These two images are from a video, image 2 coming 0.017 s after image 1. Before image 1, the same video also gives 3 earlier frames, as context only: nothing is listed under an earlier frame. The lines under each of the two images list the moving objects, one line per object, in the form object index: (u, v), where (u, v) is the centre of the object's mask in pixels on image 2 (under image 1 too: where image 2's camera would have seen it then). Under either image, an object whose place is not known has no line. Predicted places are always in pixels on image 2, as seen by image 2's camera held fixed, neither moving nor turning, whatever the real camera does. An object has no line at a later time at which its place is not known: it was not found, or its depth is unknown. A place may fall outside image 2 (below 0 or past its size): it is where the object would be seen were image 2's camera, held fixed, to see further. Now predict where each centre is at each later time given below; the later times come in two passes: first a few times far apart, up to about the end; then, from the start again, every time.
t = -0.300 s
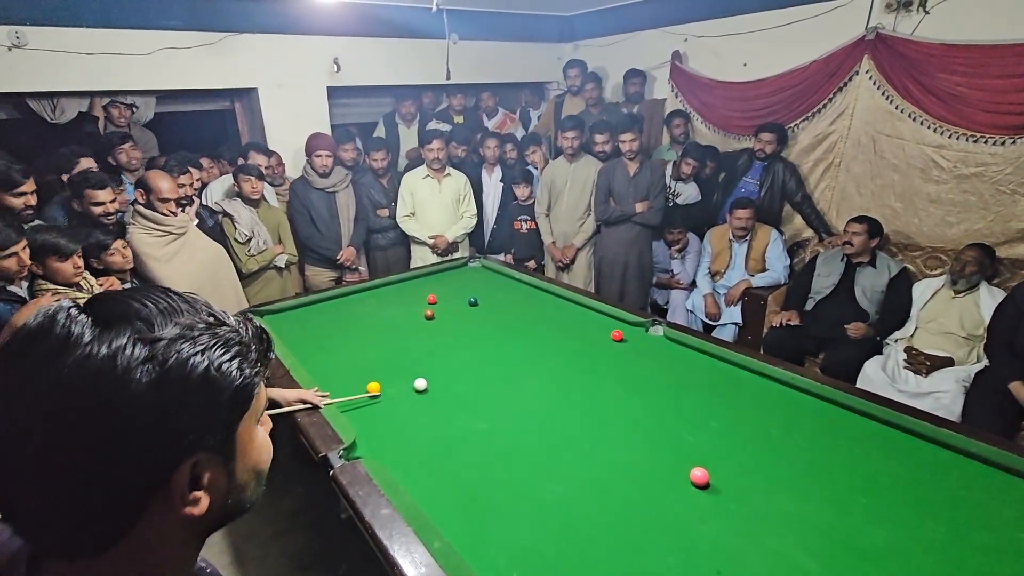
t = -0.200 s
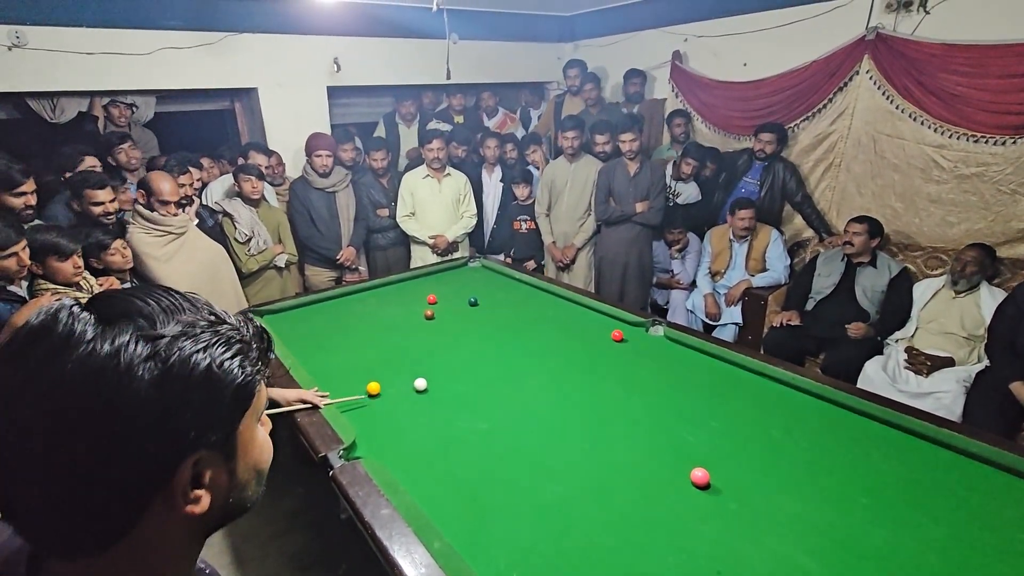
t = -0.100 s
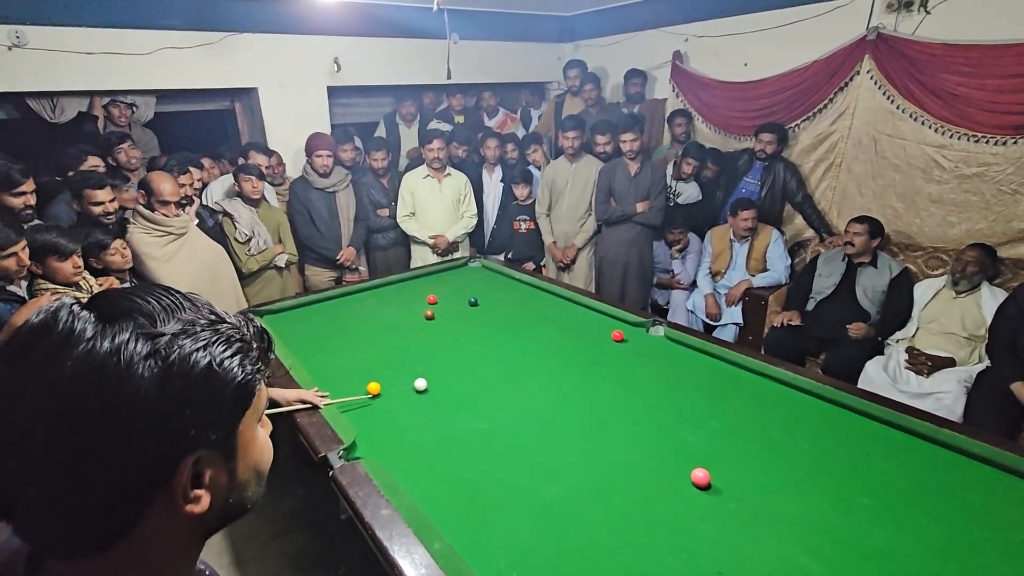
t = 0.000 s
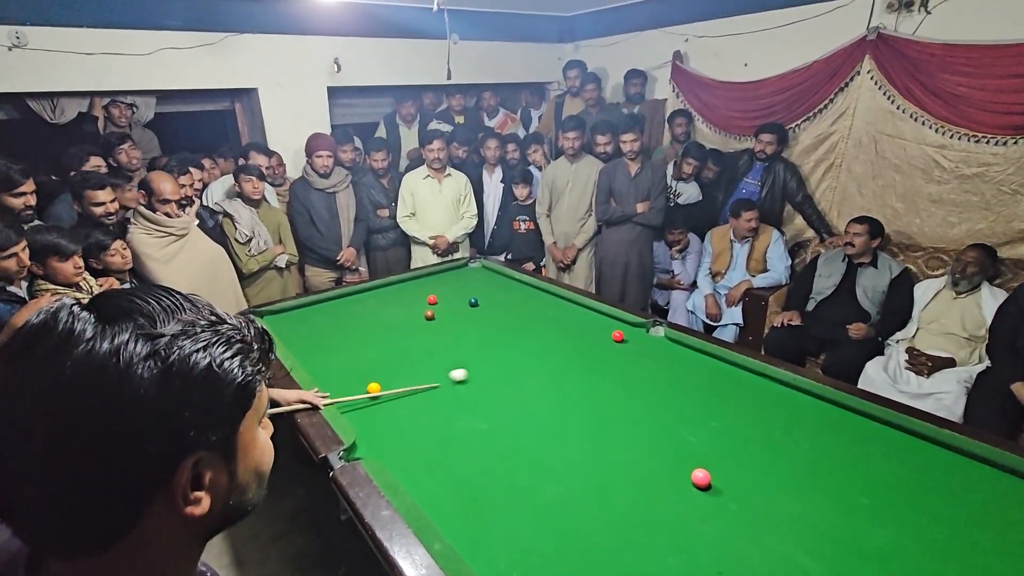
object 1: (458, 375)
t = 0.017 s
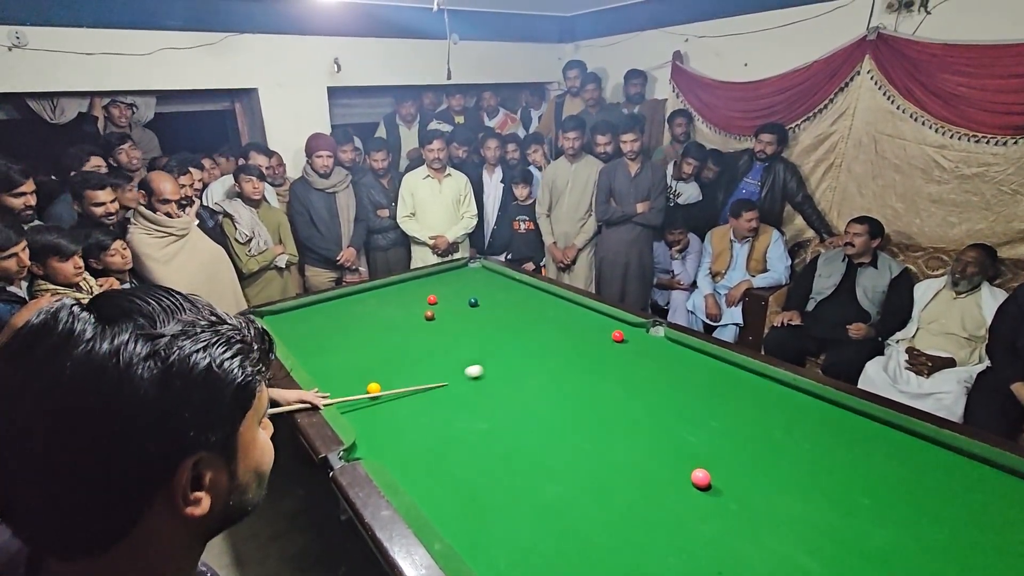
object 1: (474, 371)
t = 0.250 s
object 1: (608, 339)
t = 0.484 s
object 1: (601, 341)
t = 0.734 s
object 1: (595, 342)
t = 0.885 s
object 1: (594, 343)
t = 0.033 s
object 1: (489, 368)
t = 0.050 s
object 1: (504, 364)
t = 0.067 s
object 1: (518, 360)
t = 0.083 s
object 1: (531, 357)
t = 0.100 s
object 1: (545, 354)
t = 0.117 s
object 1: (557, 351)
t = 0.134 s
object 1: (570, 348)
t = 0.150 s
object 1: (582, 345)
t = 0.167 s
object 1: (593, 342)
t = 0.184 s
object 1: (604, 339)
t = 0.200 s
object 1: (608, 338)
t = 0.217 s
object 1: (608, 338)
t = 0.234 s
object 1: (608, 338)
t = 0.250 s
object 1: (608, 339)
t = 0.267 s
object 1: (608, 339)
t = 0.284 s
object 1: (607, 339)
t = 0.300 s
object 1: (607, 339)
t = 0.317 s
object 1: (606, 339)
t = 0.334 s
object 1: (606, 339)
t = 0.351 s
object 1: (605, 340)
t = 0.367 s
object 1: (605, 340)
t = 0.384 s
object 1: (604, 340)
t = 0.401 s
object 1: (604, 340)
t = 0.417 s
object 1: (603, 340)
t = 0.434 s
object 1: (603, 340)
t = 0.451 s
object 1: (602, 340)
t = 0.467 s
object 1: (602, 340)
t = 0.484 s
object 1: (601, 341)
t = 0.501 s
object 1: (601, 341)
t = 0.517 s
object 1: (600, 341)
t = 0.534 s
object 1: (600, 341)
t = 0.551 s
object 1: (599, 341)
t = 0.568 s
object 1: (599, 341)
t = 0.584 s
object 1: (599, 341)
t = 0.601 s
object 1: (598, 341)
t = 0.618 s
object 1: (598, 341)
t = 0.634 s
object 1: (597, 342)
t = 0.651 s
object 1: (597, 342)
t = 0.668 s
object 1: (597, 342)
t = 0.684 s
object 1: (596, 342)
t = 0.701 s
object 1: (596, 342)
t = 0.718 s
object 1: (596, 342)
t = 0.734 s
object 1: (595, 342)
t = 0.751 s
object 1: (595, 342)
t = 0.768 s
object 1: (595, 342)
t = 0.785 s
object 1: (594, 342)
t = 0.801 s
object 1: (594, 342)
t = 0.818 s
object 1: (594, 342)
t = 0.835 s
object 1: (594, 342)
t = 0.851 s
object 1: (593, 343)
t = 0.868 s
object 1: (593, 343)
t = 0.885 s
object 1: (594, 343)
